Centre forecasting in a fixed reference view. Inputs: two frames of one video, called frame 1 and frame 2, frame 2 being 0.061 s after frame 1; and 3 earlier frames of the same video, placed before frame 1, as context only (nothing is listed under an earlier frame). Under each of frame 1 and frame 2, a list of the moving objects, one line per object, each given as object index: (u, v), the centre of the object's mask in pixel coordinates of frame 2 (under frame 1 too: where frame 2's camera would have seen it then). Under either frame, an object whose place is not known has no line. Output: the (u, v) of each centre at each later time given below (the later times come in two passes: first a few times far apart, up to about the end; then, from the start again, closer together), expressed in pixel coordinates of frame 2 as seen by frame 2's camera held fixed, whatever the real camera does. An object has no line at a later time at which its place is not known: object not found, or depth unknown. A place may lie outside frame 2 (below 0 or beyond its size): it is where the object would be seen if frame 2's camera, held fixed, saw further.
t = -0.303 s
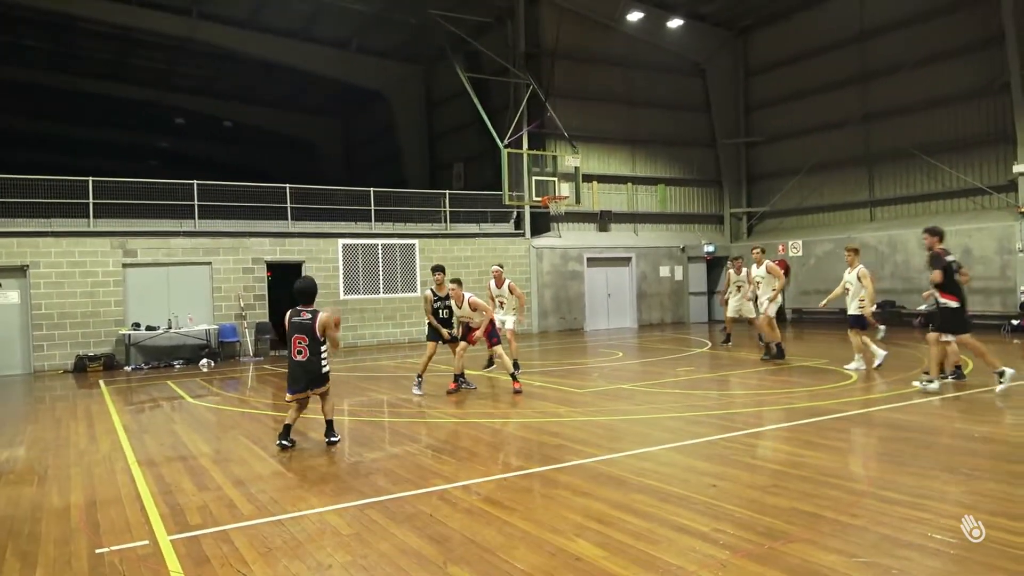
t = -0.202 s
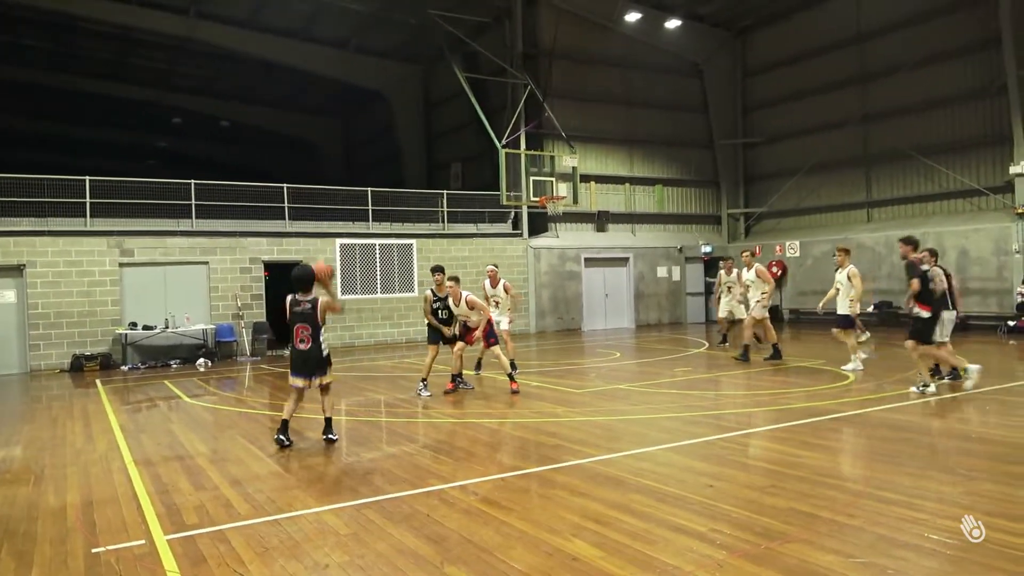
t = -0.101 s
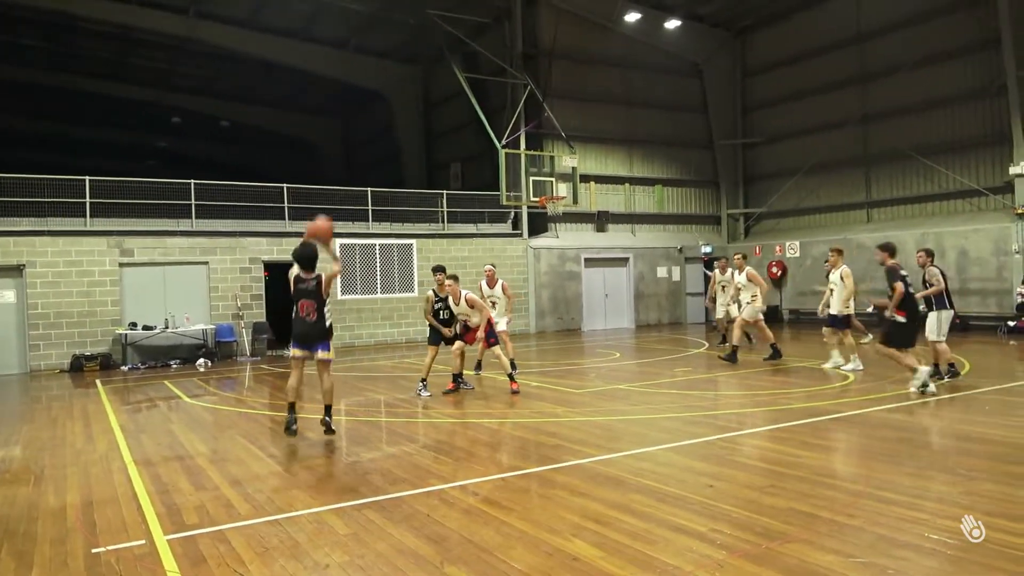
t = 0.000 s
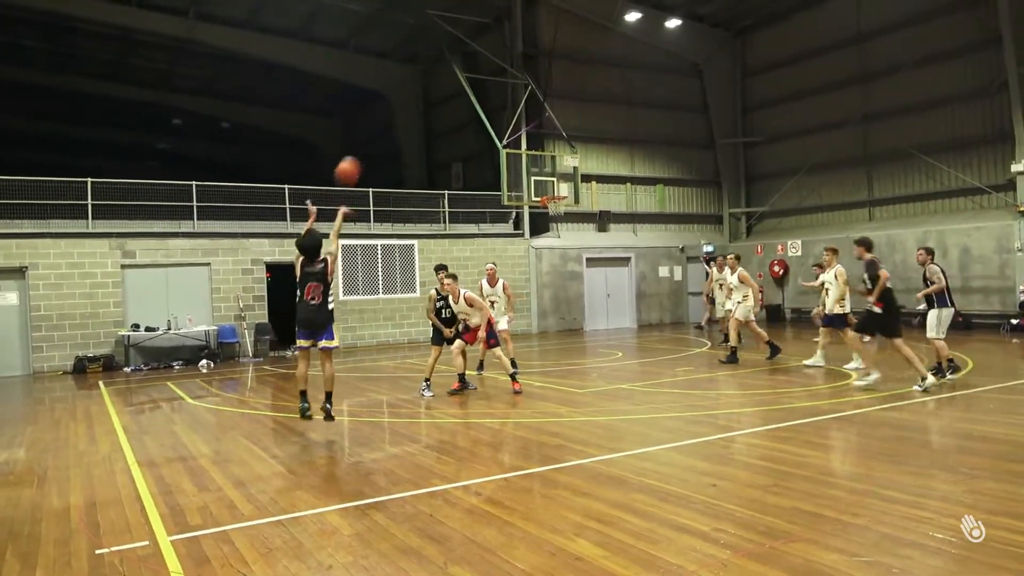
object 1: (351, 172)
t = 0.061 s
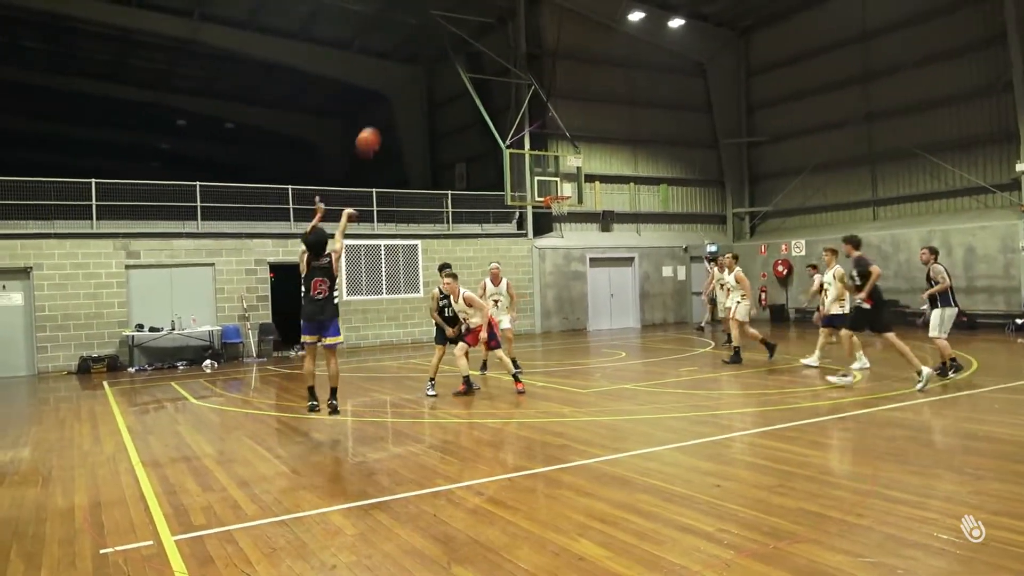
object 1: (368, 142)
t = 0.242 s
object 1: (412, 82)
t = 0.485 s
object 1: (458, 55)
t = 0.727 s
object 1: (494, 69)
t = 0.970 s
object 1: (524, 113)
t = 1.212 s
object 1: (549, 177)
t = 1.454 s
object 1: (565, 234)
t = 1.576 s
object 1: (571, 265)
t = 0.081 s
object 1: (373, 133)
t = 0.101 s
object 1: (379, 124)
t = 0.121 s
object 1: (384, 116)
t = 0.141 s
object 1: (389, 109)
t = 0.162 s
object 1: (394, 103)
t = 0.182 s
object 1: (398, 97)
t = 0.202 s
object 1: (403, 91)
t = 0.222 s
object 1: (408, 86)
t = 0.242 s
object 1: (412, 82)
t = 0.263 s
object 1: (416, 78)
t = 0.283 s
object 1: (420, 74)
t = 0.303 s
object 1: (424, 70)
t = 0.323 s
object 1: (428, 67)
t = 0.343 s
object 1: (432, 64)
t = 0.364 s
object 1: (436, 61)
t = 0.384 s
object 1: (440, 59)
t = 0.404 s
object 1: (443, 58)
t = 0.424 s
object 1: (447, 57)
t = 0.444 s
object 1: (451, 56)
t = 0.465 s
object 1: (454, 56)
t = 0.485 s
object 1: (458, 55)
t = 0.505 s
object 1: (461, 55)
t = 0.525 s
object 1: (464, 55)
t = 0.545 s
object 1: (467, 55)
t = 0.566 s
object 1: (471, 55)
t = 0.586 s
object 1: (473, 56)
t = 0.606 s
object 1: (476, 57)
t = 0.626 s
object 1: (479, 59)
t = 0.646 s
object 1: (482, 60)
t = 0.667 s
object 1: (486, 62)
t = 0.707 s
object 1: (491, 66)
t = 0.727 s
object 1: (494, 69)
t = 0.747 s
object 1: (497, 71)
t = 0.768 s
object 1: (499, 74)
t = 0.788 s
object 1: (502, 78)
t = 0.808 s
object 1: (506, 81)
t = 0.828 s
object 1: (507, 84)
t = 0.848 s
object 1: (509, 88)
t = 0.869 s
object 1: (512, 92)
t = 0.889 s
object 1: (514, 96)
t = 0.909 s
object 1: (516, 100)
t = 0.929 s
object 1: (520, 104)
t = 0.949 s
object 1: (521, 108)
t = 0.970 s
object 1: (524, 113)
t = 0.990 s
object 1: (527, 118)
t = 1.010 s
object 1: (529, 122)
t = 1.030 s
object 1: (531, 127)
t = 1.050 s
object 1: (533, 131)
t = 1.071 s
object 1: (535, 139)
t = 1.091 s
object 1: (537, 143)
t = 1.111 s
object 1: (539, 148)
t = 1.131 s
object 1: (540, 153)
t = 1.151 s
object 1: (542, 160)
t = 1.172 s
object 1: (545, 166)
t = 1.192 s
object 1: (547, 172)
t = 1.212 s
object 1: (549, 177)
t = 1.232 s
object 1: (552, 184)
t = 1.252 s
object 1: (553, 190)
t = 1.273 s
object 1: (555, 198)
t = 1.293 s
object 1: (560, 201)
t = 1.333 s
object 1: (559, 210)
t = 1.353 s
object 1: (560, 212)
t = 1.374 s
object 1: (561, 217)
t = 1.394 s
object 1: (563, 220)
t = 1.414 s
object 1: (564, 225)
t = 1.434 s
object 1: (564, 229)
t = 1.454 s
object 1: (565, 234)
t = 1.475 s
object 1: (567, 239)
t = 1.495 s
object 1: (567, 244)
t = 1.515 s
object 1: (568, 249)
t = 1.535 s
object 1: (569, 254)
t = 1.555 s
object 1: (570, 259)
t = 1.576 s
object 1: (571, 265)
